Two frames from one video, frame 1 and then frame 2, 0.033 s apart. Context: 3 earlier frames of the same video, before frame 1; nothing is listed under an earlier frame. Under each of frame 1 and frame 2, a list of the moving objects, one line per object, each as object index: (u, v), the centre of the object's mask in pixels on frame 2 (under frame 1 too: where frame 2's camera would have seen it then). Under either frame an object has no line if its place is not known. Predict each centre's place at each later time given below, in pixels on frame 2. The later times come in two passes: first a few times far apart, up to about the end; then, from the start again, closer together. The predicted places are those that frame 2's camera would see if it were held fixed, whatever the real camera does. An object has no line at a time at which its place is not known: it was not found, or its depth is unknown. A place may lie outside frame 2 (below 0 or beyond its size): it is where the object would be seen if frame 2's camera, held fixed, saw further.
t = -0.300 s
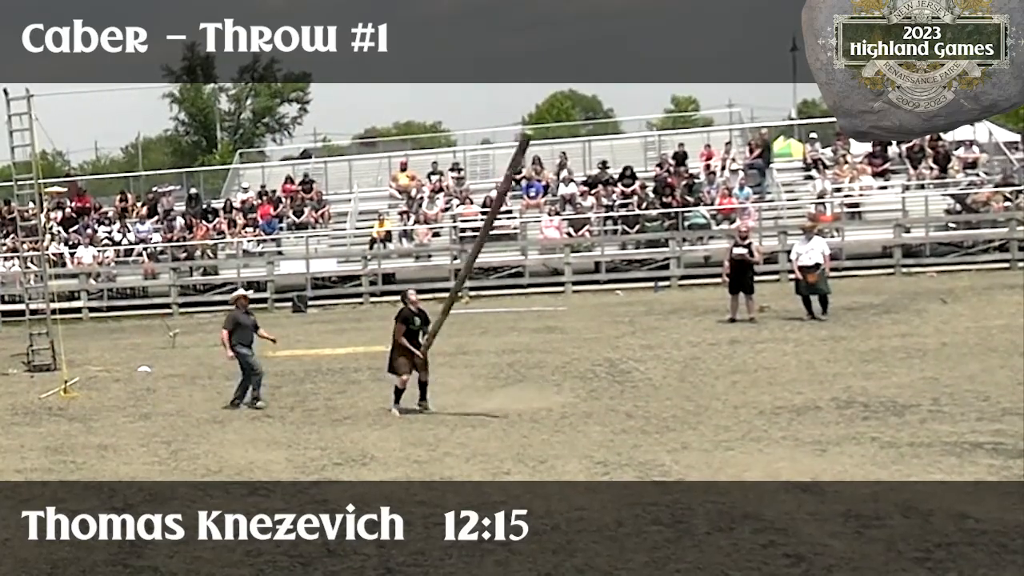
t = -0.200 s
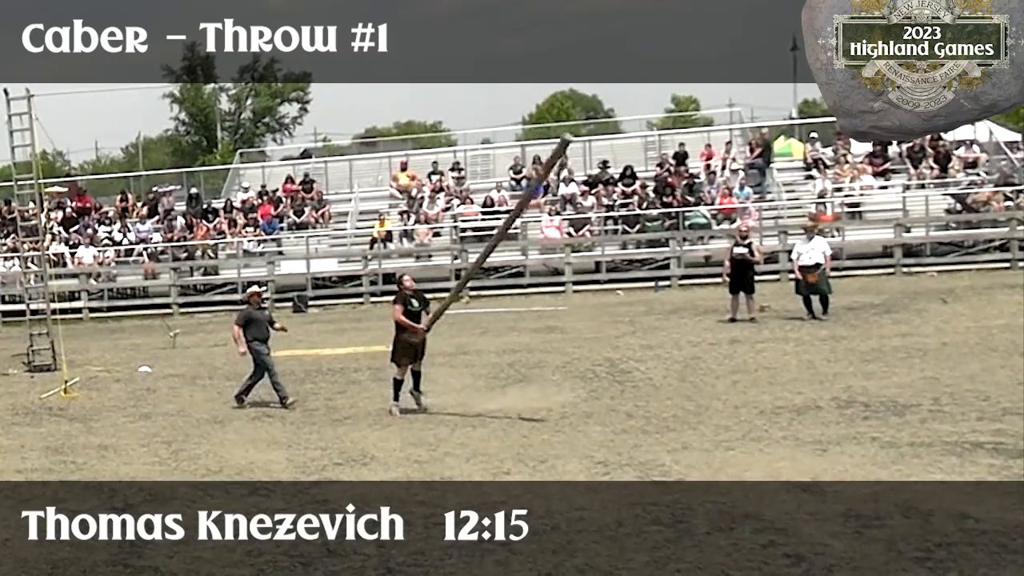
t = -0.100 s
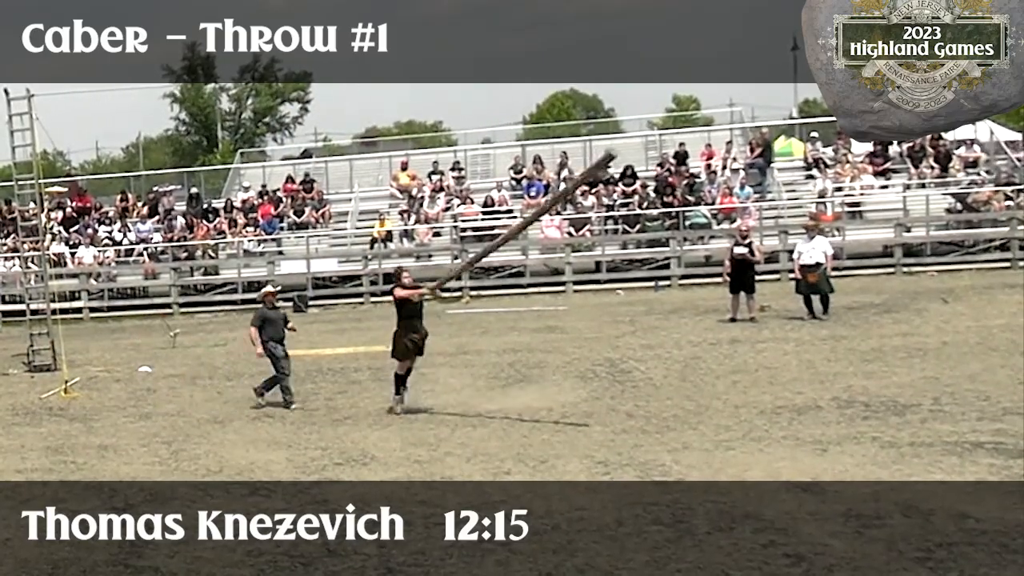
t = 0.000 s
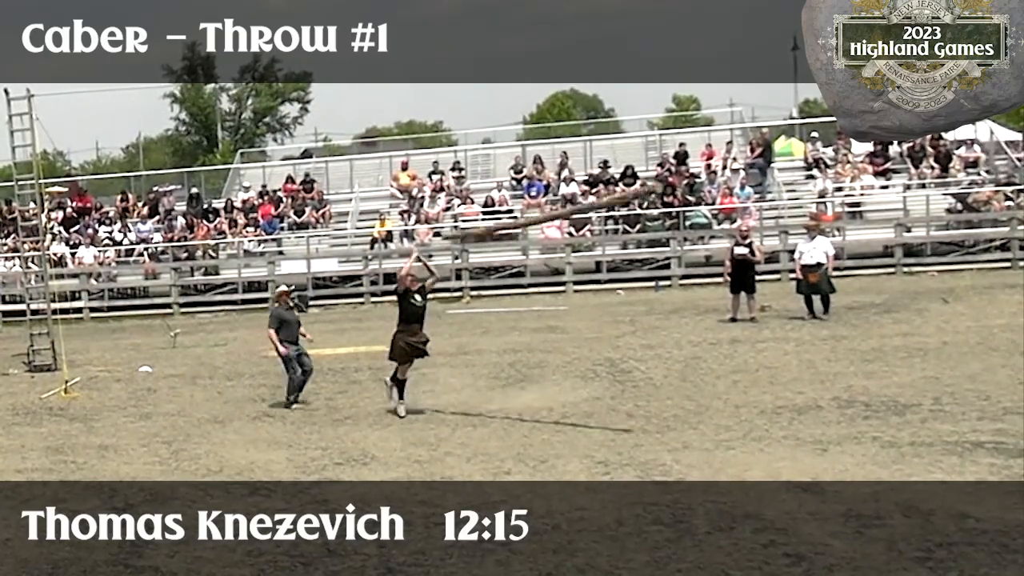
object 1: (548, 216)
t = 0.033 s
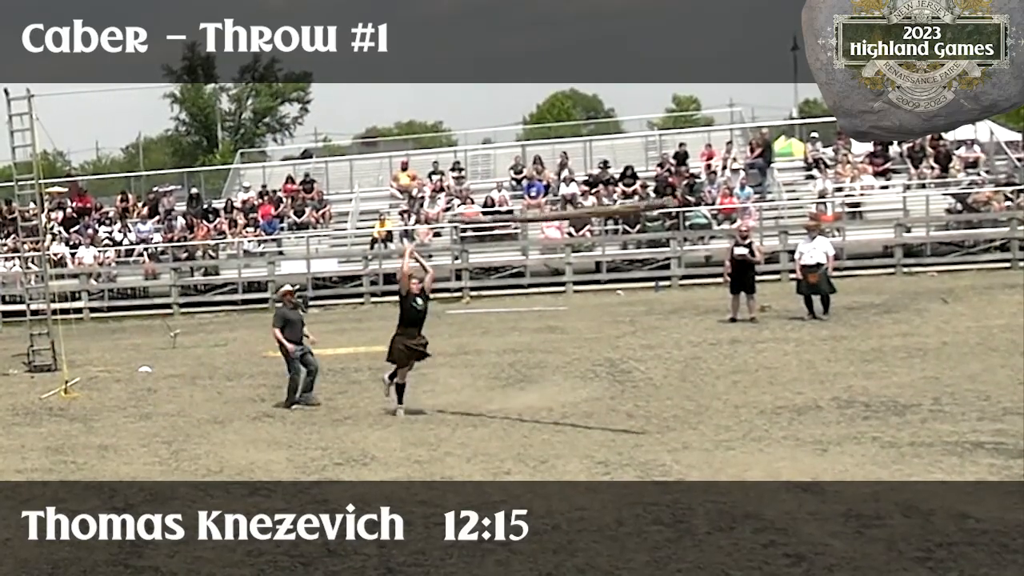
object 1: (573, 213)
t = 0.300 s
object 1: (645, 249)
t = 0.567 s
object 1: (724, 283)
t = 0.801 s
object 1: (801, 288)
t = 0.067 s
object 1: (582, 215)
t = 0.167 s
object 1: (608, 225)
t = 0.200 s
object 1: (617, 230)
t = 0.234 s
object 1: (625, 235)
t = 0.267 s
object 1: (635, 242)
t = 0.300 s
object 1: (645, 249)
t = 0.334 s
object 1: (653, 255)
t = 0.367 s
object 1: (661, 260)
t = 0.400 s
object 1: (671, 268)
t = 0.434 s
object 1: (681, 278)
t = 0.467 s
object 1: (694, 295)
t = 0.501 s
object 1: (704, 299)
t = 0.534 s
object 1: (714, 296)
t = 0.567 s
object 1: (724, 283)
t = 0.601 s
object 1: (734, 287)
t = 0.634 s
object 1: (745, 284)
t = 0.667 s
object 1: (755, 287)
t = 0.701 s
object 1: (766, 284)
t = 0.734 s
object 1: (777, 285)
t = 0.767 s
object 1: (788, 287)
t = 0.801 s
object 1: (801, 288)
